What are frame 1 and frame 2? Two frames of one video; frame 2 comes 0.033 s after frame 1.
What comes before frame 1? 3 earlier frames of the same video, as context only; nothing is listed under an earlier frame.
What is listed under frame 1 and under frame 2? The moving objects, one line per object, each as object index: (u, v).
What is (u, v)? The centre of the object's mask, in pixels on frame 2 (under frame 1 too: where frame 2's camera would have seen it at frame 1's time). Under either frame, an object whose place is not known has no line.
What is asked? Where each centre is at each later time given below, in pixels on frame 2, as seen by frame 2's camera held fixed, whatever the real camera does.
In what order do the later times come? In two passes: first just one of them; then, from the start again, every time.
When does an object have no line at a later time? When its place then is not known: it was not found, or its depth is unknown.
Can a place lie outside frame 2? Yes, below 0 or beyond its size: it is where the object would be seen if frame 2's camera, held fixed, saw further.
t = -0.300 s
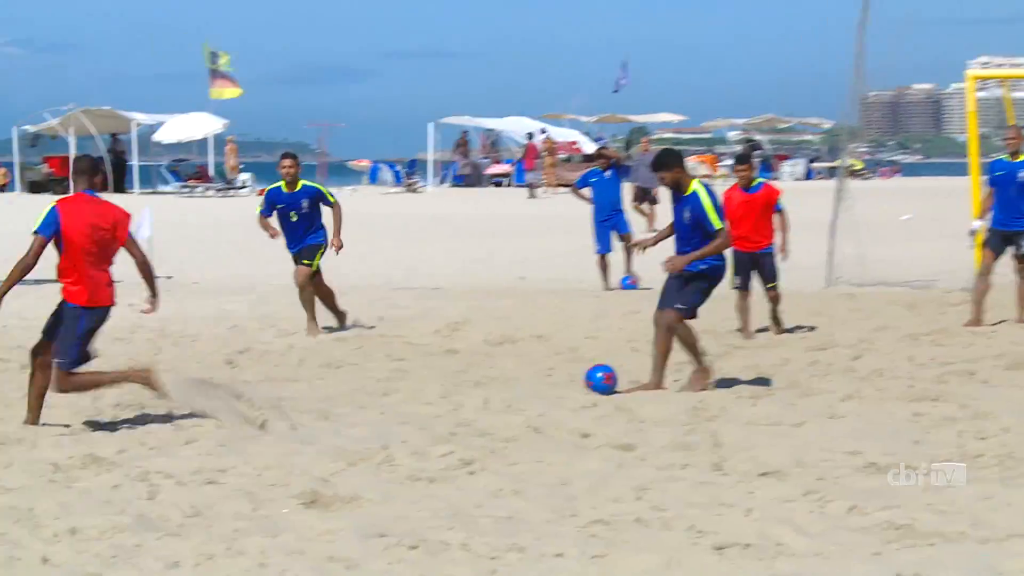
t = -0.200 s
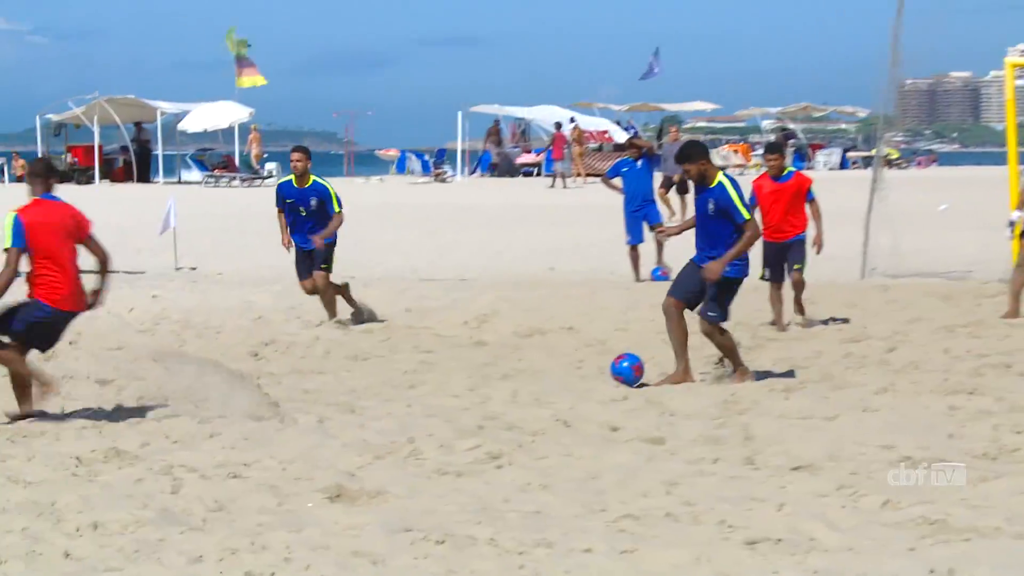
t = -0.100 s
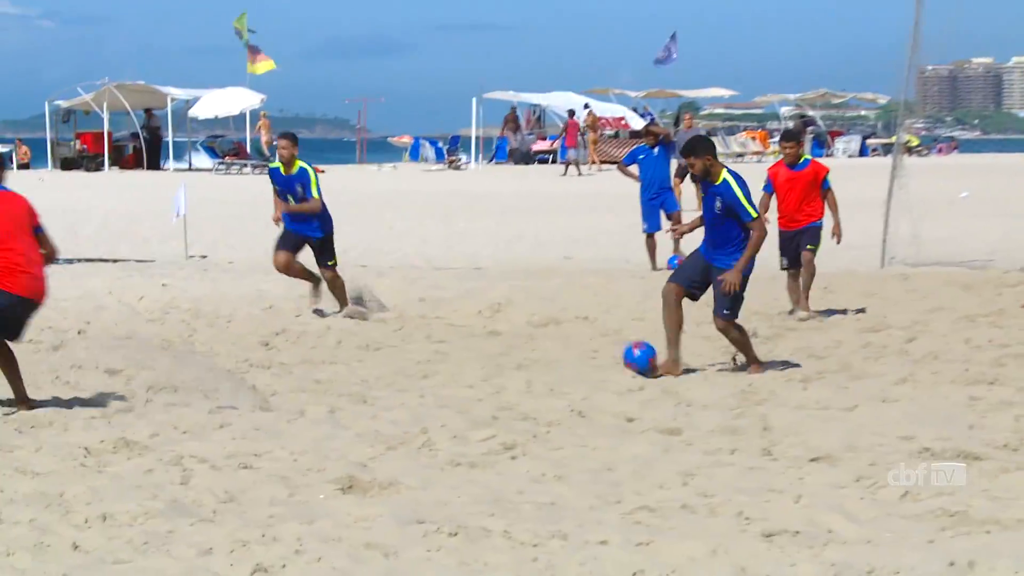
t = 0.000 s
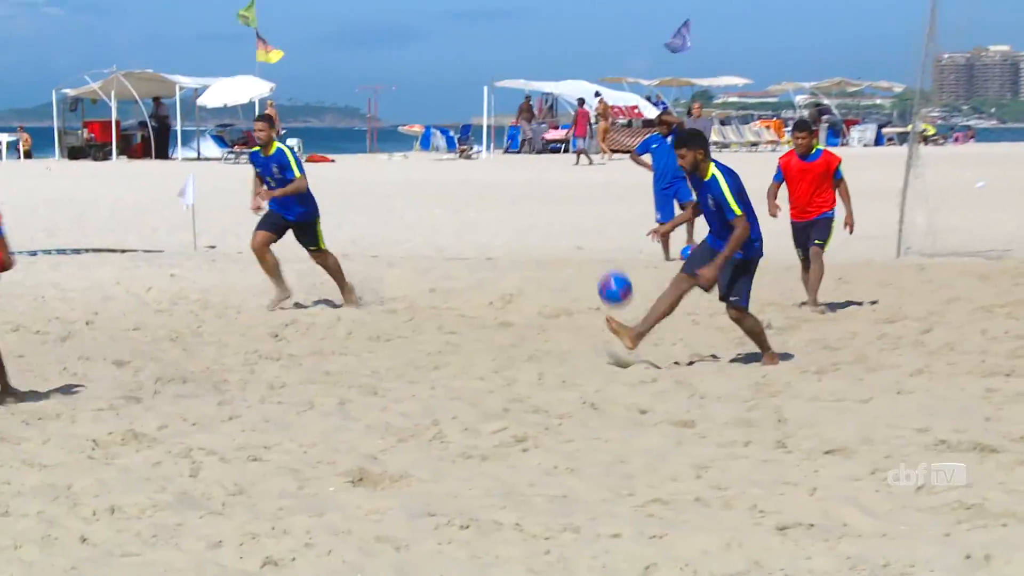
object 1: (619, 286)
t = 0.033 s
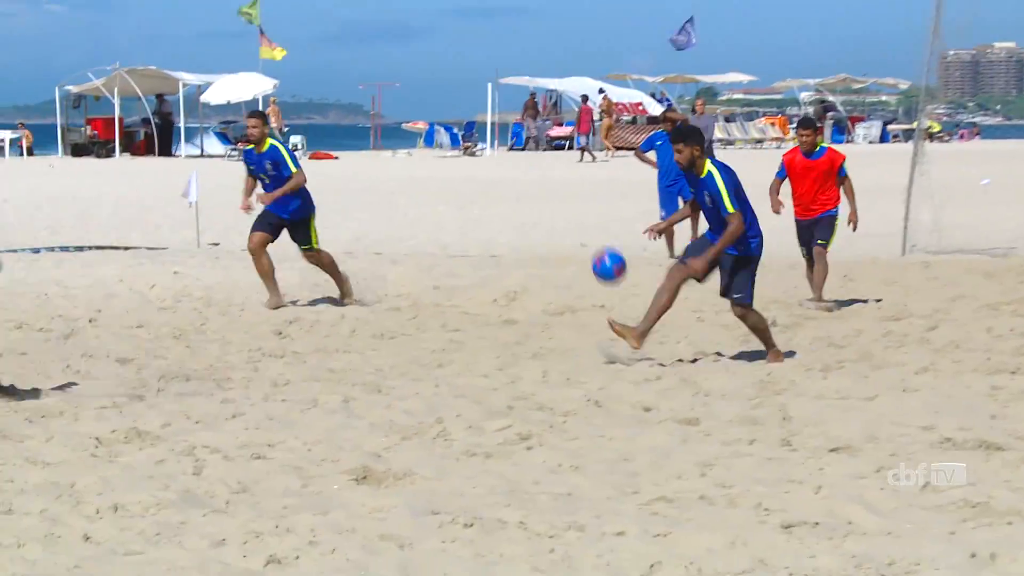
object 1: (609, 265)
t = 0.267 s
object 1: (539, 168)
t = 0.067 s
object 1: (598, 246)
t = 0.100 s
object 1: (588, 230)
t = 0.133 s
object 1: (578, 214)
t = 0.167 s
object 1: (568, 200)
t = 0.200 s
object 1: (558, 188)
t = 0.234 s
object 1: (548, 178)
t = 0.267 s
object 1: (539, 168)
